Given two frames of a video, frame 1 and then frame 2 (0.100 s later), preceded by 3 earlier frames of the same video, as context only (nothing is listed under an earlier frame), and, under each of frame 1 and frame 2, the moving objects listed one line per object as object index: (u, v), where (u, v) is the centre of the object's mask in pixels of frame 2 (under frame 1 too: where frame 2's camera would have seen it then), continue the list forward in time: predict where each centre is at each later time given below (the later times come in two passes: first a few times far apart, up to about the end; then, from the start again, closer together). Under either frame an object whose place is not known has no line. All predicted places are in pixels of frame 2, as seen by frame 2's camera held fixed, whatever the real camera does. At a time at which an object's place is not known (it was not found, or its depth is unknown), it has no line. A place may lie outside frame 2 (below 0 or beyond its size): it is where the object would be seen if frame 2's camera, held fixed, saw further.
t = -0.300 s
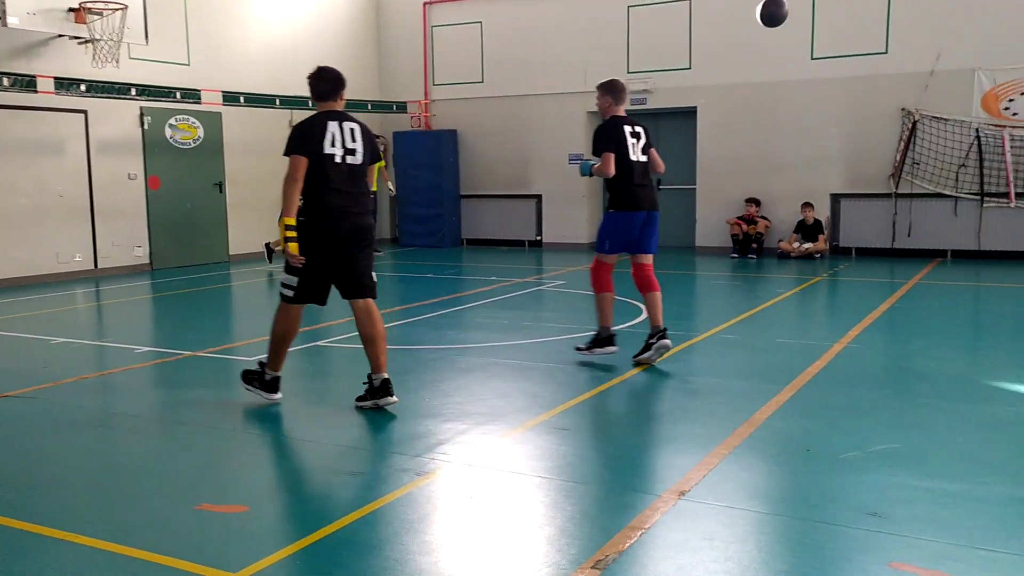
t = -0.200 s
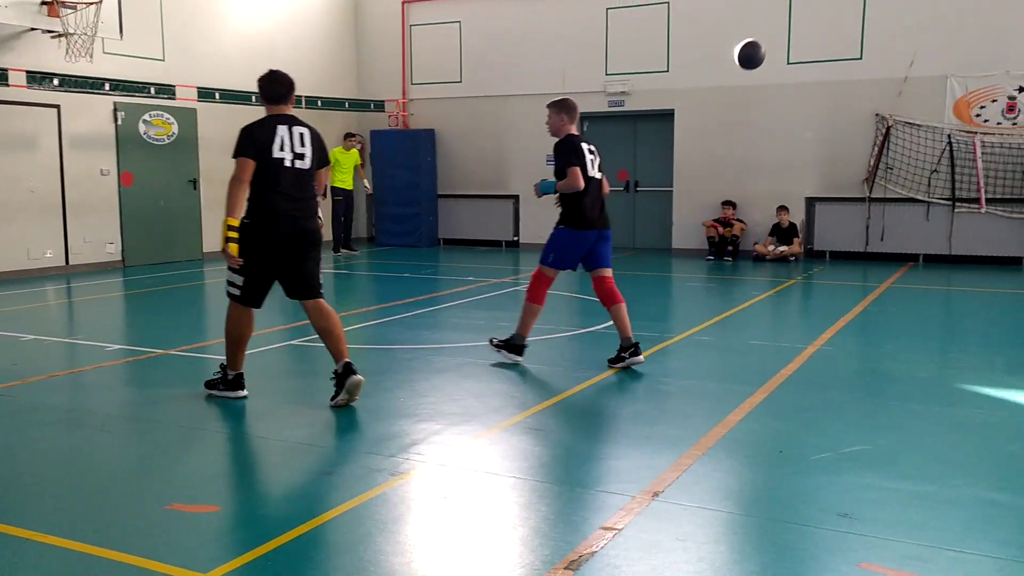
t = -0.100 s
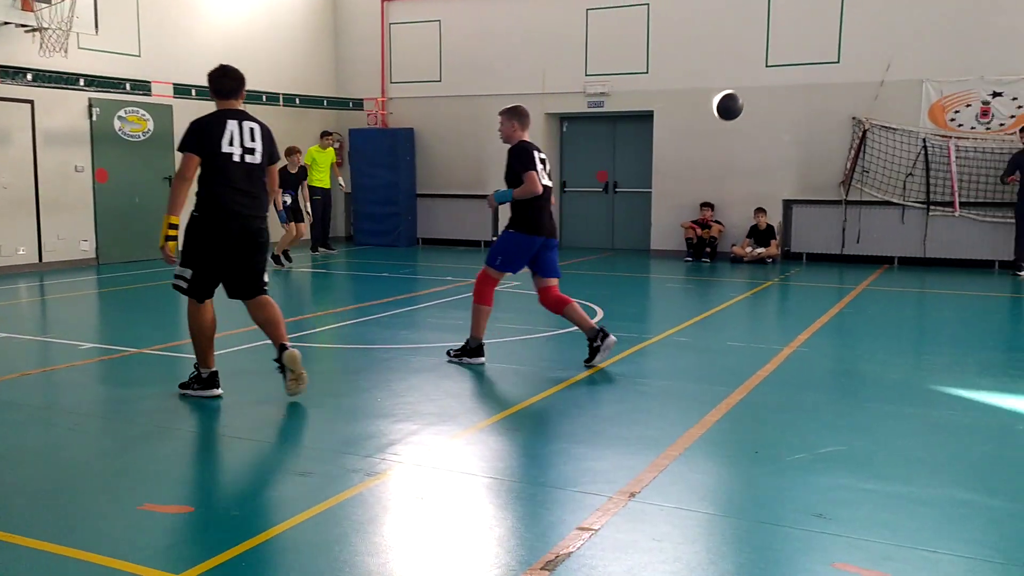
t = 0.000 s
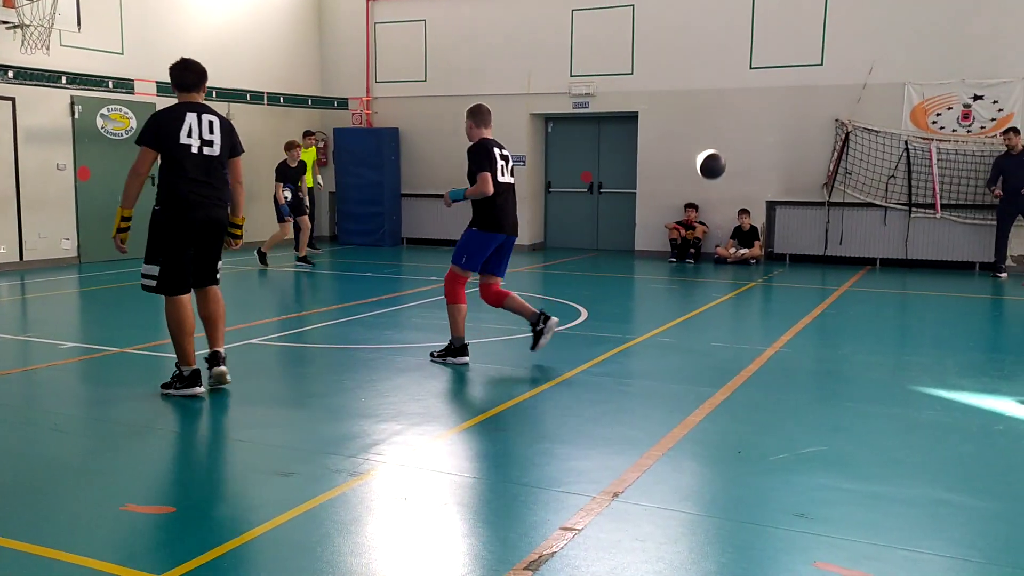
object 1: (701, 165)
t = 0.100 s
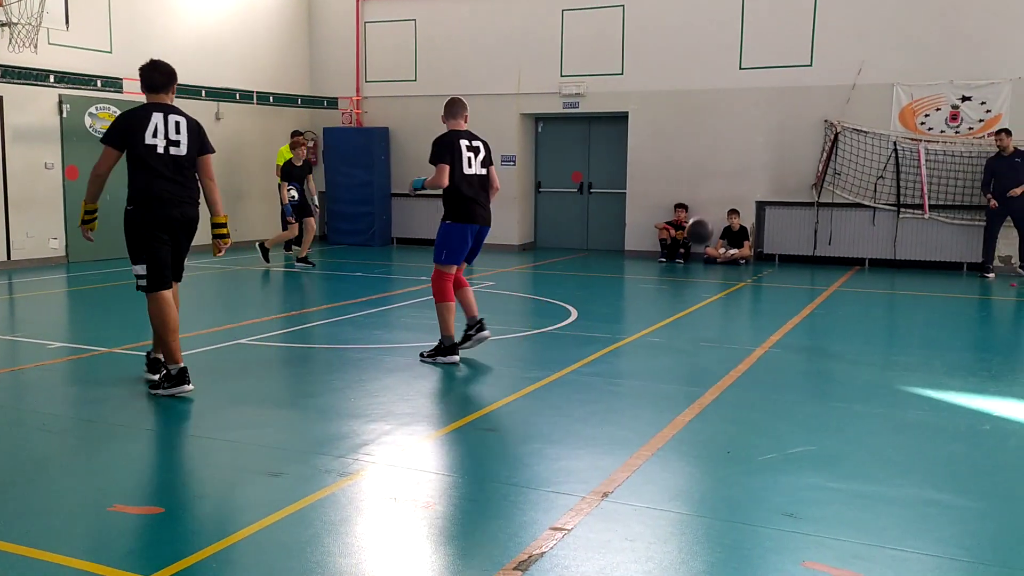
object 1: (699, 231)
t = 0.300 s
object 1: (700, 258)
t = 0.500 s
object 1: (705, 170)
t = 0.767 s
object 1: (712, 120)
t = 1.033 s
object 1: (715, 151)
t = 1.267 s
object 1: (714, 244)
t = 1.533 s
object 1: (716, 247)
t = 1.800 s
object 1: (722, 187)
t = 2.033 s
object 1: (724, 199)
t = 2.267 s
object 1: (724, 270)
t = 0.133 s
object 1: (698, 254)
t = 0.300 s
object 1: (700, 258)
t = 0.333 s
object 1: (701, 241)
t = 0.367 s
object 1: (702, 224)
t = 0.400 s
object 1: (703, 209)
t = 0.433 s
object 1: (704, 195)
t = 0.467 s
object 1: (705, 181)
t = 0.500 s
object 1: (705, 170)
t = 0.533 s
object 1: (706, 159)
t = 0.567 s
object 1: (707, 150)
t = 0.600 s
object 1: (708, 142)
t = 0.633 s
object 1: (709, 135)
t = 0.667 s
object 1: (710, 129)
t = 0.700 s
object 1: (710, 125)
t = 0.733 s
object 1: (711, 122)
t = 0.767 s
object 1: (712, 120)
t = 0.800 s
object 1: (712, 120)
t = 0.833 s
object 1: (713, 120)
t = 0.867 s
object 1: (713, 122)
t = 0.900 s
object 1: (713, 126)
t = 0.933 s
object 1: (714, 130)
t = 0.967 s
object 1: (714, 136)
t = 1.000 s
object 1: (715, 143)
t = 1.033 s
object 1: (715, 151)
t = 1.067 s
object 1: (715, 161)
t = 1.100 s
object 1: (715, 171)
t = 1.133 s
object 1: (715, 183)
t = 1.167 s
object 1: (715, 197)
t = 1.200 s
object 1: (714, 212)
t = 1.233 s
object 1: (714, 227)
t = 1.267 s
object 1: (714, 244)
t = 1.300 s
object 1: (715, 261)
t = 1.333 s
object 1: (715, 279)
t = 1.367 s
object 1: (716, 299)
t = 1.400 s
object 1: (716, 305)
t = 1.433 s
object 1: (716, 288)
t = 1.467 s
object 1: (717, 273)
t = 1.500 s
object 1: (716, 259)
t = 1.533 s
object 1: (716, 247)
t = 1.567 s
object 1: (717, 235)
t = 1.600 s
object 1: (718, 225)
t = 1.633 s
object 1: (719, 215)
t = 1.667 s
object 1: (719, 207)
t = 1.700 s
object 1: (720, 200)
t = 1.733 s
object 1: (720, 194)
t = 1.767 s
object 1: (721, 190)
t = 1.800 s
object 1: (722, 187)
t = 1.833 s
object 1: (722, 185)
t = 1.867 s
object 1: (722, 184)
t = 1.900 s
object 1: (723, 185)
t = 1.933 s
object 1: (723, 186)
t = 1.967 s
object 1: (724, 189)
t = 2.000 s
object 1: (724, 194)
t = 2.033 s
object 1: (724, 199)
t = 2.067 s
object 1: (724, 206)
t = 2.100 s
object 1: (724, 213)
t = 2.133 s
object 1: (724, 222)
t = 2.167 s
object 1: (724, 233)
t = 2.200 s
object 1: (724, 244)
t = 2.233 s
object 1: (724, 256)
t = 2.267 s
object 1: (724, 270)
